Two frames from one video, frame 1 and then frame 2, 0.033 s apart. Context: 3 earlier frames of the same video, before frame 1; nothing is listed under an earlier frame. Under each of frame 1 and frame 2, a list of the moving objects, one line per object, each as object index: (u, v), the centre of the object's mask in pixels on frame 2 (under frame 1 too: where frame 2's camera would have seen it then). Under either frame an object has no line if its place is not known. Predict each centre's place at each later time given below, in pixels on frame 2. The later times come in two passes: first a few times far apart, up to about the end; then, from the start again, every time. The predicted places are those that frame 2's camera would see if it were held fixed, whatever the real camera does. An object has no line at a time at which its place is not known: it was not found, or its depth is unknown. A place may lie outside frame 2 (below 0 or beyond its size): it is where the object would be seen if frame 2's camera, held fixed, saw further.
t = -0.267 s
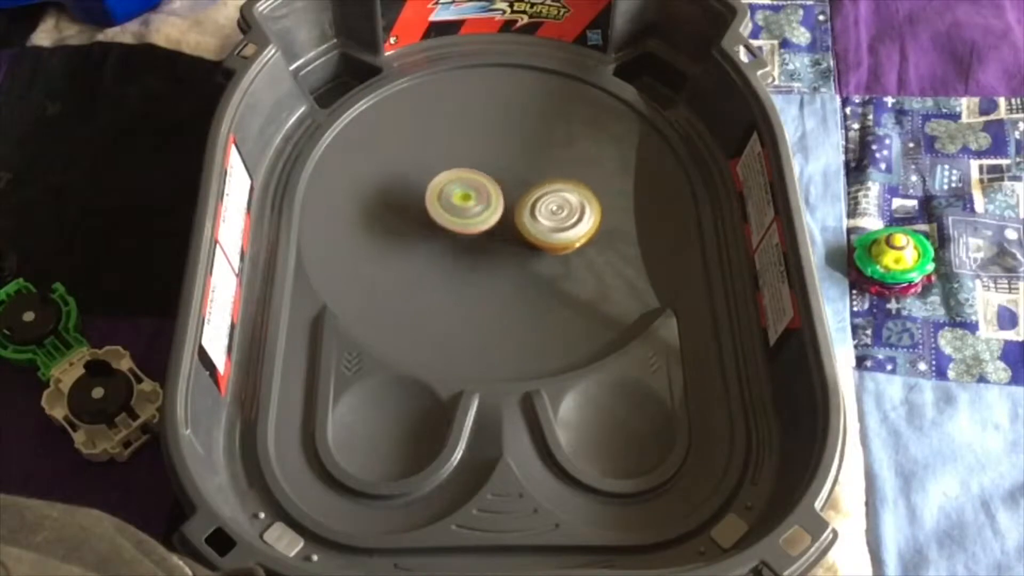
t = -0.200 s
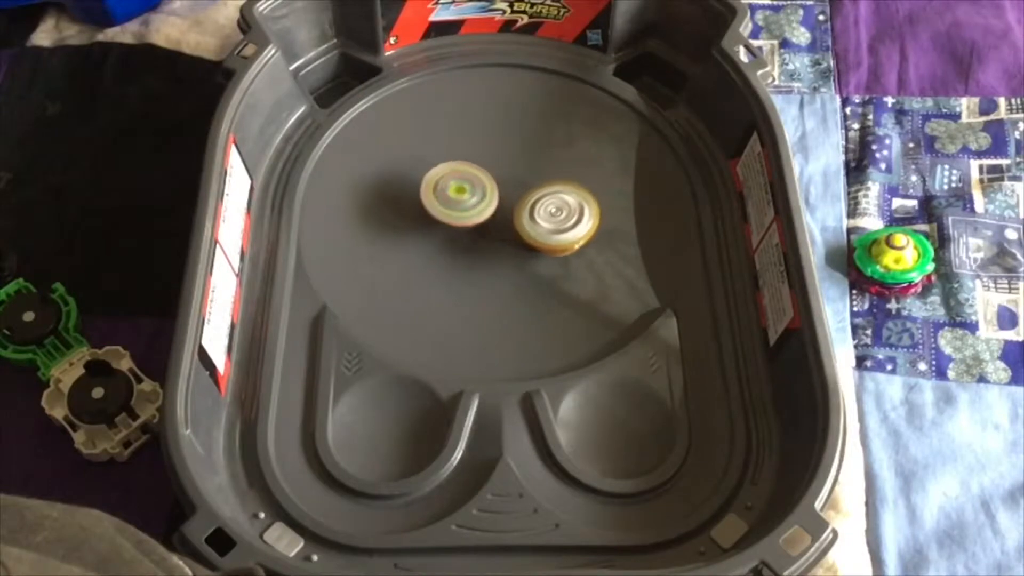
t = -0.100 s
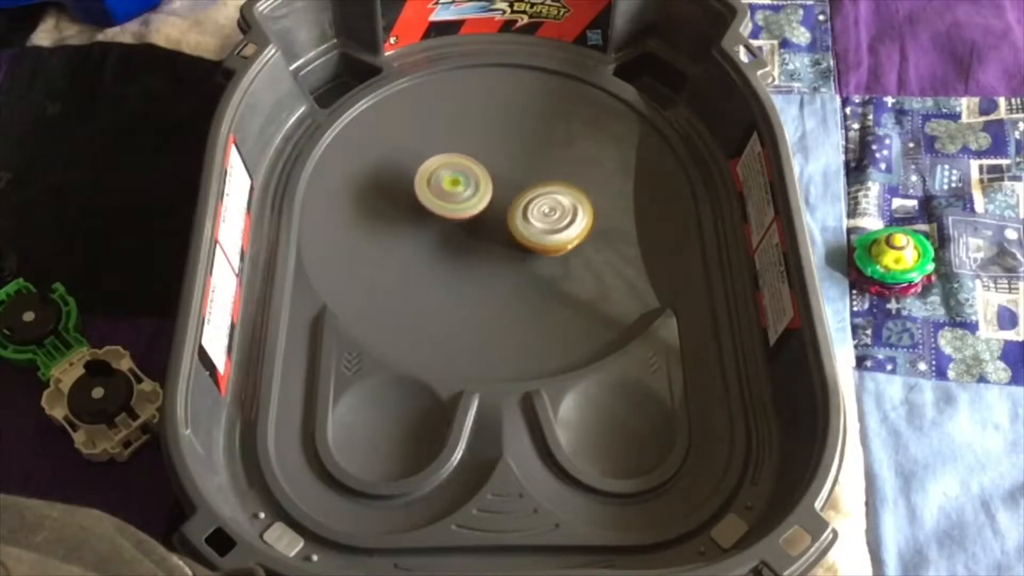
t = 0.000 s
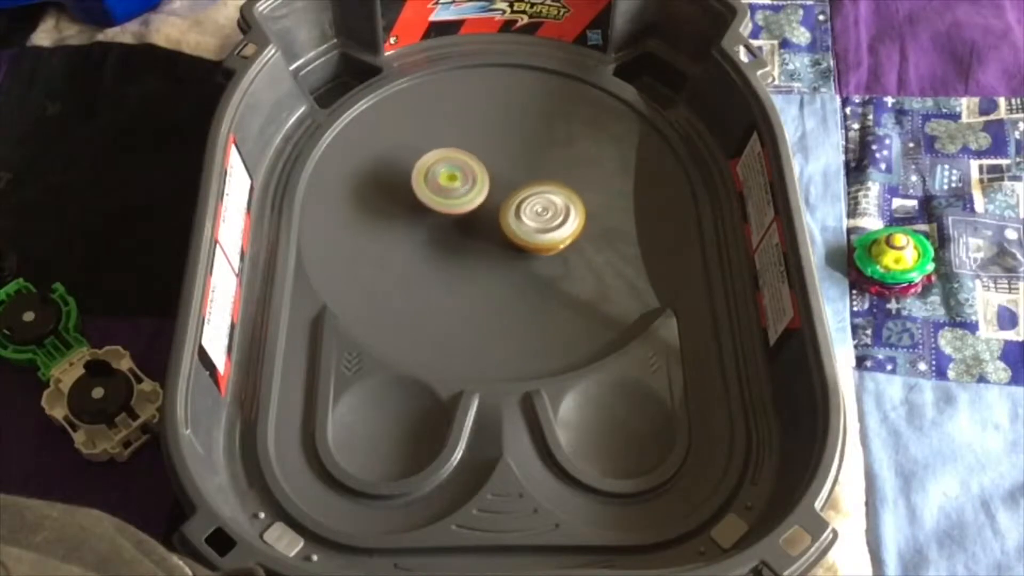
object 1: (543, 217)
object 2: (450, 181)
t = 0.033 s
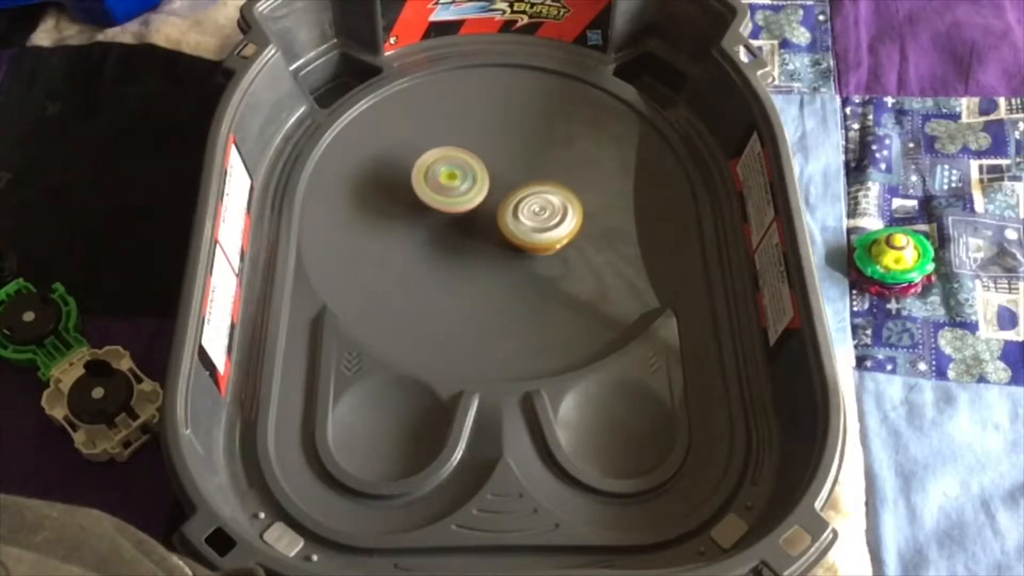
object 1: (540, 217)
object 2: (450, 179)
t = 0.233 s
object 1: (528, 215)
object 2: (456, 174)
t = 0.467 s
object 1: (530, 228)
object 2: (454, 150)
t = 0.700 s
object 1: (523, 222)
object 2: (465, 149)
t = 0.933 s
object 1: (517, 221)
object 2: (498, 147)
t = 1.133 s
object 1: (508, 219)
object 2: (521, 143)
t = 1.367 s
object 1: (498, 212)
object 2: (539, 149)
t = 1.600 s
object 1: (483, 208)
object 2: (561, 156)
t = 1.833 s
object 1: (477, 203)
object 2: (562, 167)
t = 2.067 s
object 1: (470, 196)
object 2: (566, 195)
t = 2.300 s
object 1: (468, 192)
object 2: (568, 214)
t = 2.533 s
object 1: (477, 188)
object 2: (557, 225)
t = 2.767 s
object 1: (488, 176)
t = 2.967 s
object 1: (495, 170)
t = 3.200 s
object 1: (507, 168)
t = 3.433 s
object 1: (526, 167)
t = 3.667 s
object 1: (542, 170)
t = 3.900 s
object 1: (549, 179)
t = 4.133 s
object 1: (558, 194)
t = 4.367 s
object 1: (556, 210)
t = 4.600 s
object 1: (543, 224)
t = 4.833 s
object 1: (524, 239)
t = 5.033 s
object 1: (506, 243)
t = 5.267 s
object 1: (488, 237)
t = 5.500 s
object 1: (469, 225)
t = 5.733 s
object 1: (462, 208)
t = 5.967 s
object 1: (466, 187)
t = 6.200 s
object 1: (481, 169)
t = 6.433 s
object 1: (504, 159)
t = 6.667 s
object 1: (528, 157)
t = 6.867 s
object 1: (546, 163)
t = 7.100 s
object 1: (561, 176)
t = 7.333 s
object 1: (562, 198)
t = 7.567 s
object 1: (555, 221)
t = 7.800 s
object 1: (533, 238)
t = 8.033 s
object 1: (505, 244)
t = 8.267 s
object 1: (478, 234)
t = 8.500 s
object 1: (461, 217)
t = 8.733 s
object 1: (457, 193)
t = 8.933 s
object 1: (468, 175)
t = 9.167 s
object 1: (491, 161)
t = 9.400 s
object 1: (520, 157)
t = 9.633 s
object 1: (546, 163)
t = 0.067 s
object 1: (538, 217)
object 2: (450, 178)
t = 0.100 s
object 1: (536, 216)
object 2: (451, 178)
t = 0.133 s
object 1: (534, 216)
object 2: (451, 177)
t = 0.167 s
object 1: (532, 216)
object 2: (452, 176)
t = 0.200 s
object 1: (530, 216)
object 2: (454, 175)
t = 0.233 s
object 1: (528, 215)
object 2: (456, 174)
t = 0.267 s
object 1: (527, 215)
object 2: (457, 173)
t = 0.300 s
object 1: (530, 221)
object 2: (455, 165)
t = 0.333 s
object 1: (532, 225)
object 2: (454, 160)
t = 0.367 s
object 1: (532, 226)
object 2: (454, 156)
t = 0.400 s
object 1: (531, 228)
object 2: (453, 153)
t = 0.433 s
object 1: (530, 228)
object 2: (453, 151)
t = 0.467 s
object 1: (530, 228)
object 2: (454, 150)
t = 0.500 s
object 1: (529, 228)
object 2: (454, 149)
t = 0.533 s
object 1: (528, 227)
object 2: (455, 148)
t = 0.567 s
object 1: (527, 226)
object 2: (456, 148)
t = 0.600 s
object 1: (526, 225)
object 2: (458, 148)
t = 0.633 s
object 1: (525, 224)
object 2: (459, 148)
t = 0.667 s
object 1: (524, 223)
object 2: (462, 148)
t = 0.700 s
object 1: (523, 222)
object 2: (465, 149)
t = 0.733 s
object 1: (522, 220)
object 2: (469, 150)
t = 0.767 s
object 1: (521, 219)
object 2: (474, 151)
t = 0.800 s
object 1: (521, 218)
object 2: (479, 151)
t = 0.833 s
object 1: (520, 217)
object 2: (484, 152)
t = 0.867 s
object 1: (519, 217)
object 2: (489, 151)
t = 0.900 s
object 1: (518, 219)
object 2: (493, 149)
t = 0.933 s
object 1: (517, 221)
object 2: (498, 147)
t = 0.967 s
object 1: (516, 221)
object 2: (503, 145)
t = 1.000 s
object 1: (514, 220)
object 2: (507, 144)
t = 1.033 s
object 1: (512, 220)
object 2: (511, 144)
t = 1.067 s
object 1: (511, 220)
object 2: (514, 143)
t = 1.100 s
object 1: (509, 219)
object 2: (518, 143)
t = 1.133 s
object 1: (508, 219)
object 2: (521, 143)
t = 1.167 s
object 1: (506, 218)
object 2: (524, 143)
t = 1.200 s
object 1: (505, 217)
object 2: (527, 144)
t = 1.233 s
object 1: (503, 216)
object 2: (529, 144)
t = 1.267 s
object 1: (502, 215)
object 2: (532, 145)
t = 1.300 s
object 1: (501, 214)
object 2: (534, 146)
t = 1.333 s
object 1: (499, 213)
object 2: (536, 148)
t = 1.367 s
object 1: (498, 212)
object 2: (539, 149)
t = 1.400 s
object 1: (497, 211)
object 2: (541, 151)
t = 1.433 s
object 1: (493, 210)
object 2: (546, 151)
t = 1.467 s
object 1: (490, 210)
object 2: (550, 152)
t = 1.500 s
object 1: (488, 210)
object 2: (554, 153)
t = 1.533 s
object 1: (486, 209)
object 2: (556, 154)
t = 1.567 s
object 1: (484, 208)
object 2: (559, 155)
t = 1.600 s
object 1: (483, 208)
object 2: (561, 156)
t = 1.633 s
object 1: (481, 207)
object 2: (561, 157)
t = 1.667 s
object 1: (480, 206)
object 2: (562, 158)
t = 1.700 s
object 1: (479, 206)
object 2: (562, 159)
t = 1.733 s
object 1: (479, 205)
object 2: (562, 160)
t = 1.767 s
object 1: (478, 204)
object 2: (562, 162)
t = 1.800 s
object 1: (477, 203)
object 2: (562, 164)
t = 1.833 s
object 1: (477, 203)
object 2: (562, 167)
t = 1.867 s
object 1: (476, 201)
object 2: (561, 170)
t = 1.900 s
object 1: (477, 201)
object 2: (561, 174)
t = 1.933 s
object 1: (477, 200)
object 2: (560, 178)
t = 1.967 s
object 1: (477, 200)
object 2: (559, 182)
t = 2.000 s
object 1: (475, 198)
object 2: (561, 186)
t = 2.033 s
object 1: (471, 197)
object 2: (564, 191)
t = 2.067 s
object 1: (470, 196)
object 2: (566, 195)
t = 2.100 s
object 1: (469, 196)
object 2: (568, 198)
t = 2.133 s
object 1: (468, 194)
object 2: (569, 201)
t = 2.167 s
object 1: (468, 194)
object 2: (569, 204)
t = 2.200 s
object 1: (467, 193)
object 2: (569, 207)
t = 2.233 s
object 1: (468, 193)
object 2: (569, 209)
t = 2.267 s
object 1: (468, 193)
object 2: (569, 212)
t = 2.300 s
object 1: (468, 192)
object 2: (568, 214)
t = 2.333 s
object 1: (469, 191)
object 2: (567, 216)
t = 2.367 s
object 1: (470, 191)
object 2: (566, 217)
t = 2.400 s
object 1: (471, 190)
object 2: (565, 219)
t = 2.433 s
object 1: (473, 190)
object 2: (563, 221)
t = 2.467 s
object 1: (474, 189)
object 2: (561, 222)
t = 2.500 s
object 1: (476, 188)
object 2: (559, 224)
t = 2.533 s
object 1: (477, 188)
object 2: (557, 225)
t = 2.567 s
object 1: (479, 187)
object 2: (554, 227)
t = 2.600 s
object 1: (482, 187)
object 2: (551, 228)
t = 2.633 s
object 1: (483, 185)
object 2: (548, 229)
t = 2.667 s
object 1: (486, 184)
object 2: (545, 230)
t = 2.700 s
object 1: (486, 181)
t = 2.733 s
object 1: (486, 178)
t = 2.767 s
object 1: (488, 176)
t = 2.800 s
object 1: (488, 175)
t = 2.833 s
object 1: (489, 174)
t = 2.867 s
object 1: (491, 173)
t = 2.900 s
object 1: (492, 171)
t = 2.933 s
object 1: (493, 170)
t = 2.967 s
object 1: (495, 170)
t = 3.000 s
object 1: (496, 169)
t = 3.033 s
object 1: (498, 168)
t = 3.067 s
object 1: (500, 169)
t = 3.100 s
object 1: (501, 168)
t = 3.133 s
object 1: (504, 167)
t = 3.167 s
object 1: (506, 168)
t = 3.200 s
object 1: (507, 168)
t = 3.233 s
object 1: (510, 168)
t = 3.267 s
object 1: (512, 169)
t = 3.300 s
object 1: (513, 169)
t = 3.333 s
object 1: (516, 169)
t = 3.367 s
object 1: (518, 170)
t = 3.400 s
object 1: (522, 168)
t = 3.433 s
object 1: (526, 167)
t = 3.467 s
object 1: (529, 168)
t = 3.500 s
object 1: (531, 168)
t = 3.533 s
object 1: (533, 168)
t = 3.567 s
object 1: (536, 168)
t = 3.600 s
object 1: (538, 169)
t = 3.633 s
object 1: (539, 169)
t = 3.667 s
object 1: (542, 170)
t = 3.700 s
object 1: (543, 171)
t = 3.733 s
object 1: (544, 171)
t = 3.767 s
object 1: (546, 172)
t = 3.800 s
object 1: (547, 174)
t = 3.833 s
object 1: (547, 176)
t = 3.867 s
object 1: (548, 177)
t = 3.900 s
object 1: (549, 179)
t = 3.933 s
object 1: (549, 181)
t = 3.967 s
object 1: (549, 182)
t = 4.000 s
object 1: (551, 184)
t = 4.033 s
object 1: (554, 188)
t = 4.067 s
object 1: (555, 189)
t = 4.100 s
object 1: (557, 192)
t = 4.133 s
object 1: (558, 194)
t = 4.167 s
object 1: (558, 197)
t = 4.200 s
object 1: (558, 198)
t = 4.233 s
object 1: (558, 201)
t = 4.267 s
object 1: (558, 203)
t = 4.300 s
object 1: (557, 206)
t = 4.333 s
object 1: (557, 207)
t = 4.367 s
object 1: (556, 210)
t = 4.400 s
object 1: (555, 212)
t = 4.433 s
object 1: (553, 215)
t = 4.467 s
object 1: (552, 216)
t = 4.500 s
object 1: (550, 219)
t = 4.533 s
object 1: (548, 220)
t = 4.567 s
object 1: (546, 223)
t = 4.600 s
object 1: (543, 224)
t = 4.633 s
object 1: (541, 226)
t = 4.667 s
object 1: (539, 227)
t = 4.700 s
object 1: (536, 230)
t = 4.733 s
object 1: (533, 232)
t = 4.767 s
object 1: (531, 234)
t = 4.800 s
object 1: (527, 236)
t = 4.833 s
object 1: (524, 239)
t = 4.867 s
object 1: (521, 240)
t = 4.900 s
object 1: (519, 241)
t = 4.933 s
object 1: (516, 242)
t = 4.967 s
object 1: (513, 243)
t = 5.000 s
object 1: (509, 244)
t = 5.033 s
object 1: (506, 243)
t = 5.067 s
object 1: (504, 244)
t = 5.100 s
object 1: (501, 243)
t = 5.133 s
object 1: (498, 243)
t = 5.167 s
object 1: (495, 241)
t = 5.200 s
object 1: (493, 240)
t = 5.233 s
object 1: (491, 239)
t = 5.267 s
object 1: (488, 237)
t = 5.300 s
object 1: (486, 236)
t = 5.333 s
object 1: (484, 233)
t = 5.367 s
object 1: (482, 232)
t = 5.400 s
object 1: (476, 230)
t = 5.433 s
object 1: (474, 229)
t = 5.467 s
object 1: (472, 227)
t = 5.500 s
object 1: (469, 225)
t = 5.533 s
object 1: (467, 223)
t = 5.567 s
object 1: (466, 221)
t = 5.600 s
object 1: (465, 218)
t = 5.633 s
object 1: (465, 216)
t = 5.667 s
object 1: (463, 214)
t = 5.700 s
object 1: (462, 211)
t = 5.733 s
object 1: (462, 208)
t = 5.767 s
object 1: (463, 205)
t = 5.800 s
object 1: (464, 202)
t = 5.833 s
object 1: (464, 200)
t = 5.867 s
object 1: (464, 197)
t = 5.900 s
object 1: (464, 193)
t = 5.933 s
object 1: (465, 190)
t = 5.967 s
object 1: (466, 187)
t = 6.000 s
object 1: (468, 184)
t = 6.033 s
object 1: (470, 181)
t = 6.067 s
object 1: (471, 179)
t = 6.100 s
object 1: (472, 176)
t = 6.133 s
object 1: (475, 173)
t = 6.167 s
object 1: (478, 171)
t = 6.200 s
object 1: (481, 169)
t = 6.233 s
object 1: (484, 167)
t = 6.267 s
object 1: (486, 166)
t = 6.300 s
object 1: (489, 164)
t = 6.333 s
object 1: (492, 163)
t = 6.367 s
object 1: (496, 161)
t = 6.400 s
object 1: (499, 160)
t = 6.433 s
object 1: (504, 159)
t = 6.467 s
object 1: (508, 159)
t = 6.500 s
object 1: (511, 158)
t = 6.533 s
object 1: (514, 157)
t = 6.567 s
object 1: (517, 156)
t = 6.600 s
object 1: (521, 157)
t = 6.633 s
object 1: (525, 157)
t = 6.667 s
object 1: (528, 157)
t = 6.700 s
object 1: (532, 158)
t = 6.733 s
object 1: (535, 159)
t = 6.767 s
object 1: (538, 160)
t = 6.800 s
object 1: (541, 160)
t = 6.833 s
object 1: (544, 162)
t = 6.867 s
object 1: (546, 163)
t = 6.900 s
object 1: (549, 164)
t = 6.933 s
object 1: (551, 166)
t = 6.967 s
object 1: (554, 168)
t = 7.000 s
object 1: (556, 171)
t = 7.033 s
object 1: (558, 172)
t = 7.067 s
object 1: (559, 174)
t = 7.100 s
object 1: (561, 176)
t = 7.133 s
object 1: (562, 179)
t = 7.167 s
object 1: (563, 182)
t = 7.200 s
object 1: (563, 184)
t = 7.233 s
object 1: (564, 187)
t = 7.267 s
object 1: (563, 190)
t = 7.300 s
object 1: (563, 194)
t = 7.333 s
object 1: (562, 198)
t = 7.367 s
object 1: (561, 200)
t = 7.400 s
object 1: (560, 203)
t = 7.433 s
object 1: (560, 207)
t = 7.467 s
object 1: (560, 211)
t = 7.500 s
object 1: (558, 214)
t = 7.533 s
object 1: (557, 218)
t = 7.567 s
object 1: (555, 221)
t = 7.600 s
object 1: (553, 224)
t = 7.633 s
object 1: (550, 227)
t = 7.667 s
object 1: (547, 230)
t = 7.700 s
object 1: (543, 232)
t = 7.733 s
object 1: (540, 234)
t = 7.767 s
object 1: (537, 236)
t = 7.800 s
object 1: (533, 238)
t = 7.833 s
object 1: (530, 240)
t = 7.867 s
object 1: (526, 241)
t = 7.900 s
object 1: (522, 242)
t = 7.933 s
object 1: (518, 243)
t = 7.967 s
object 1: (514, 243)
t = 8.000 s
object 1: (509, 244)
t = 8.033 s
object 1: (505, 244)
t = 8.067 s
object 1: (500, 243)
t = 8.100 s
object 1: (496, 242)
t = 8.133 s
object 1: (492, 240)
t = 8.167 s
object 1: (488, 239)
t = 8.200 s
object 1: (484, 238)
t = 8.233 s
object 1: (481, 236)
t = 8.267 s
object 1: (478, 234)
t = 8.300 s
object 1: (475, 232)
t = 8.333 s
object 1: (471, 230)
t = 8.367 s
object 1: (469, 227)
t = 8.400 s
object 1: (466, 225)
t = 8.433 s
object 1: (464, 222)
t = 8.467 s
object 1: (463, 220)
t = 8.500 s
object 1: (461, 217)
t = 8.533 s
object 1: (459, 214)
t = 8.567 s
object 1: (458, 211)
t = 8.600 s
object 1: (457, 207)
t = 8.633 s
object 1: (456, 204)
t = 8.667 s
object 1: (456, 200)
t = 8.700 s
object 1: (457, 196)
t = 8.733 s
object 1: (457, 193)
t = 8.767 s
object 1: (459, 190)
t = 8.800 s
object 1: (460, 187)
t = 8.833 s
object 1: (462, 184)
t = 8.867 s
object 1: (463, 181)
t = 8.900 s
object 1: (466, 178)
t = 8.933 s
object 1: (468, 175)
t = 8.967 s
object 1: (470, 172)
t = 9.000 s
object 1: (473, 170)
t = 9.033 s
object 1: (477, 168)
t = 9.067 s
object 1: (480, 166)
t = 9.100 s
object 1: (484, 164)
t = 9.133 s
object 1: (487, 163)
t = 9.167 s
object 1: (491, 161)
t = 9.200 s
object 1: (495, 160)
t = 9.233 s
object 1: (499, 159)
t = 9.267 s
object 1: (504, 158)
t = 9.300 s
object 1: (508, 158)
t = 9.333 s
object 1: (512, 157)
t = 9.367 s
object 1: (516, 157)
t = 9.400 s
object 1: (520, 157)
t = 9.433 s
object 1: (524, 157)
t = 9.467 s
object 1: (528, 158)
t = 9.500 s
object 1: (531, 158)
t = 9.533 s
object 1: (535, 159)
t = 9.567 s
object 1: (539, 160)
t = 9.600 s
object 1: (543, 161)
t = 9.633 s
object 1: (546, 163)
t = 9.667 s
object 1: (549, 164)
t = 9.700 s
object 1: (552, 166)
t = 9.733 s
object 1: (554, 168)
